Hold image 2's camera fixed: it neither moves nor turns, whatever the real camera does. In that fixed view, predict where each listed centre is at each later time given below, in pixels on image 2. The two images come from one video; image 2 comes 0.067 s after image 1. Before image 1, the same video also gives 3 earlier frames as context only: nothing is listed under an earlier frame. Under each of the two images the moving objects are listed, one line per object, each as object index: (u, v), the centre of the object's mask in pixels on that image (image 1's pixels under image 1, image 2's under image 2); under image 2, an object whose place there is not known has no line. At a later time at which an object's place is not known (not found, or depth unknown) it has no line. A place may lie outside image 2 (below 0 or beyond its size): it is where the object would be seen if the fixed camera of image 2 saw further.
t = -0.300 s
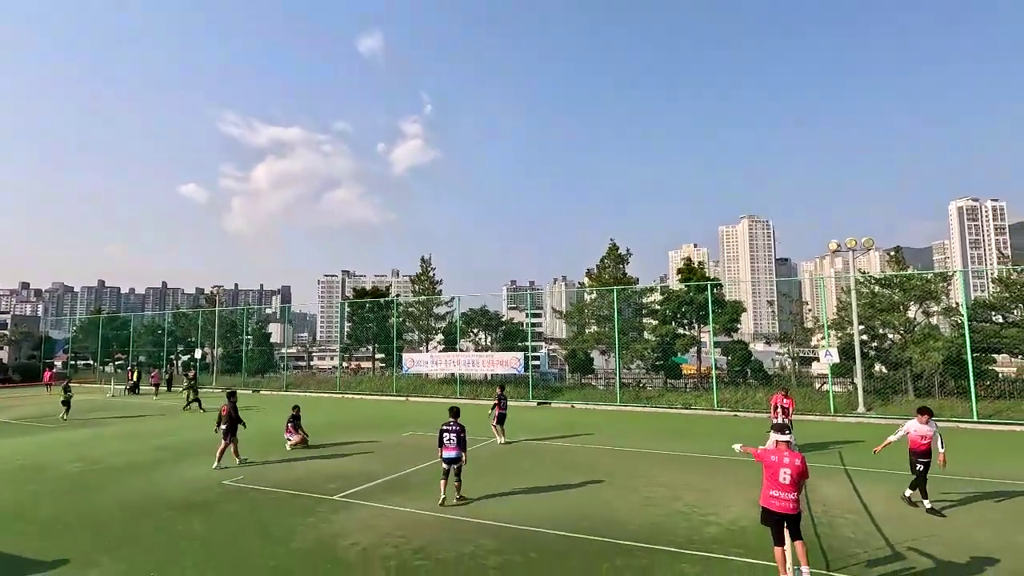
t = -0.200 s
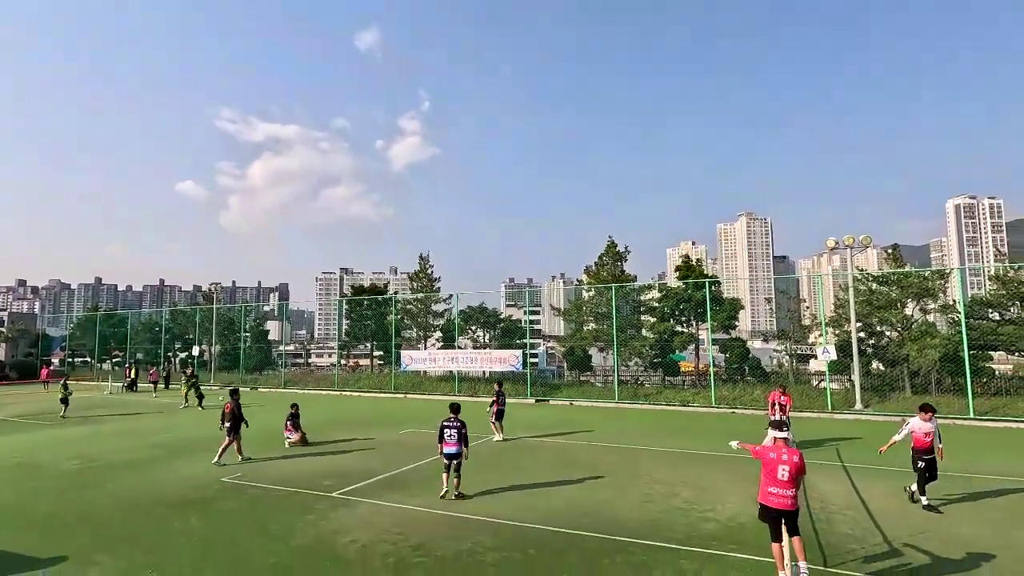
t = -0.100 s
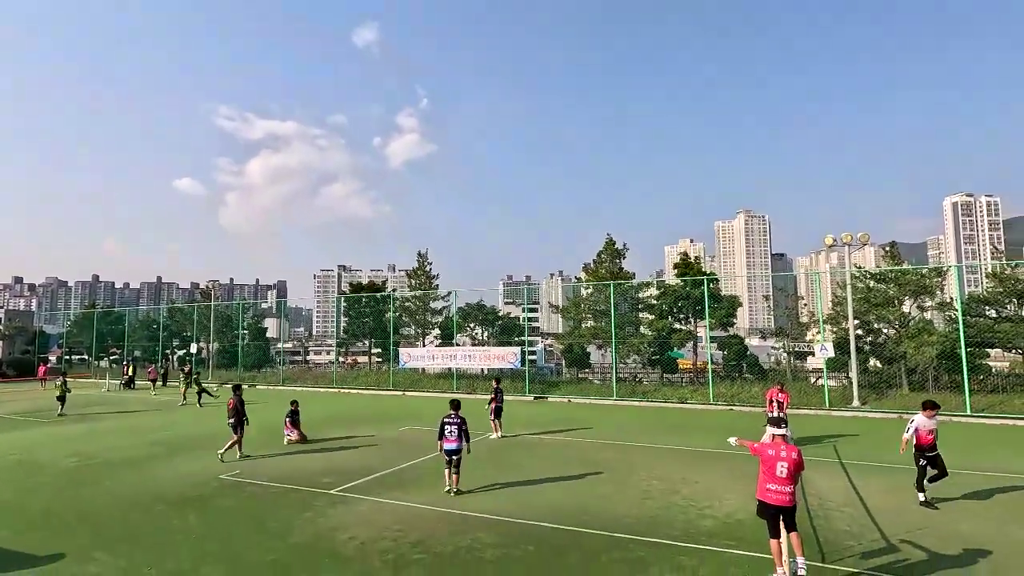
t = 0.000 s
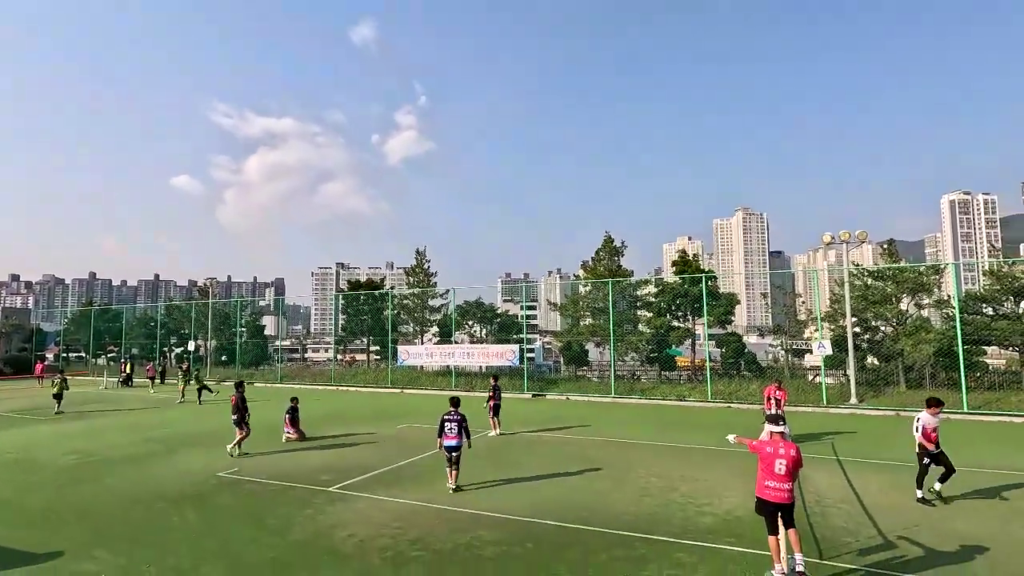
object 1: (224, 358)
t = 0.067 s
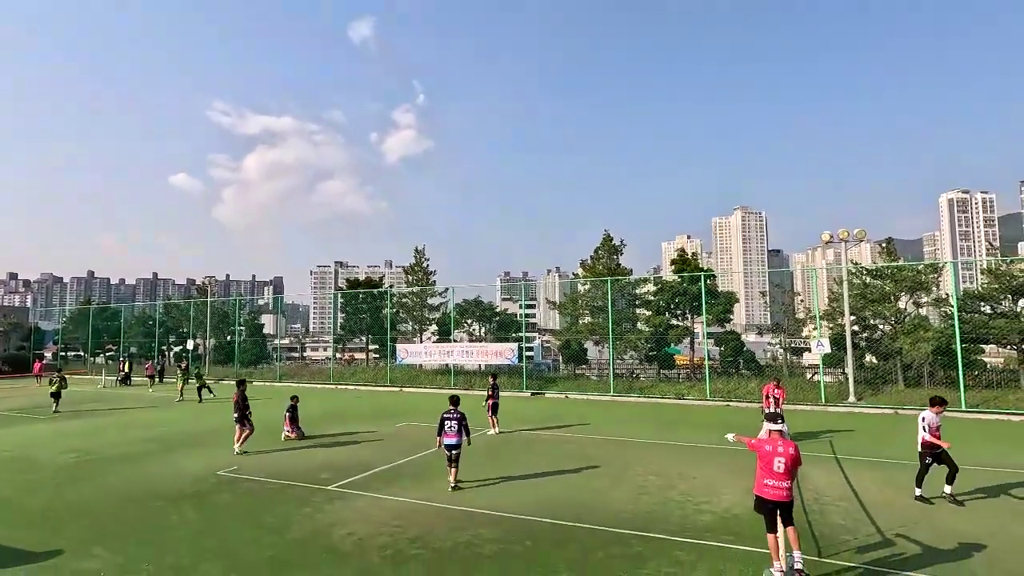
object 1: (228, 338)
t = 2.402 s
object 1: (388, 306)
